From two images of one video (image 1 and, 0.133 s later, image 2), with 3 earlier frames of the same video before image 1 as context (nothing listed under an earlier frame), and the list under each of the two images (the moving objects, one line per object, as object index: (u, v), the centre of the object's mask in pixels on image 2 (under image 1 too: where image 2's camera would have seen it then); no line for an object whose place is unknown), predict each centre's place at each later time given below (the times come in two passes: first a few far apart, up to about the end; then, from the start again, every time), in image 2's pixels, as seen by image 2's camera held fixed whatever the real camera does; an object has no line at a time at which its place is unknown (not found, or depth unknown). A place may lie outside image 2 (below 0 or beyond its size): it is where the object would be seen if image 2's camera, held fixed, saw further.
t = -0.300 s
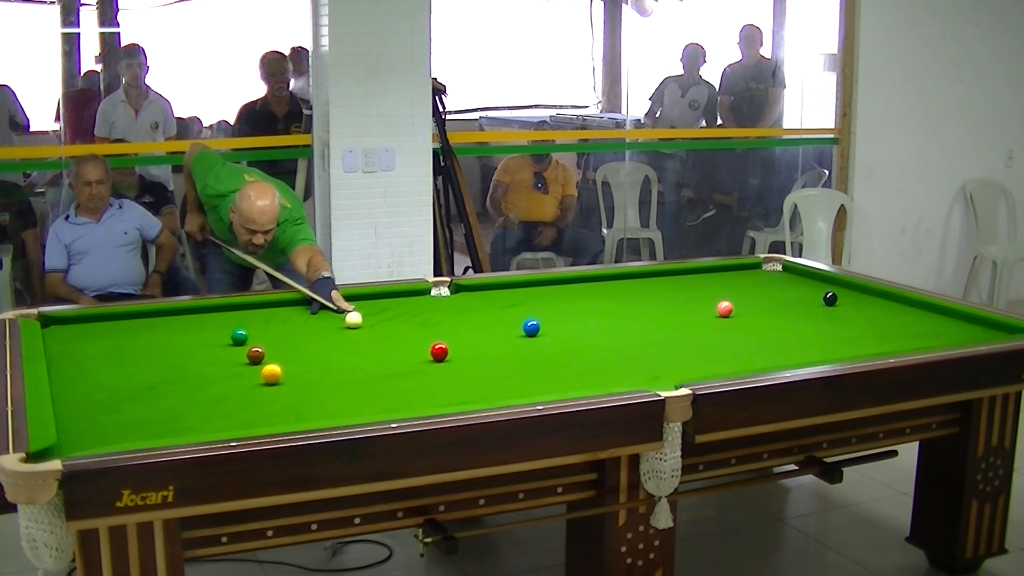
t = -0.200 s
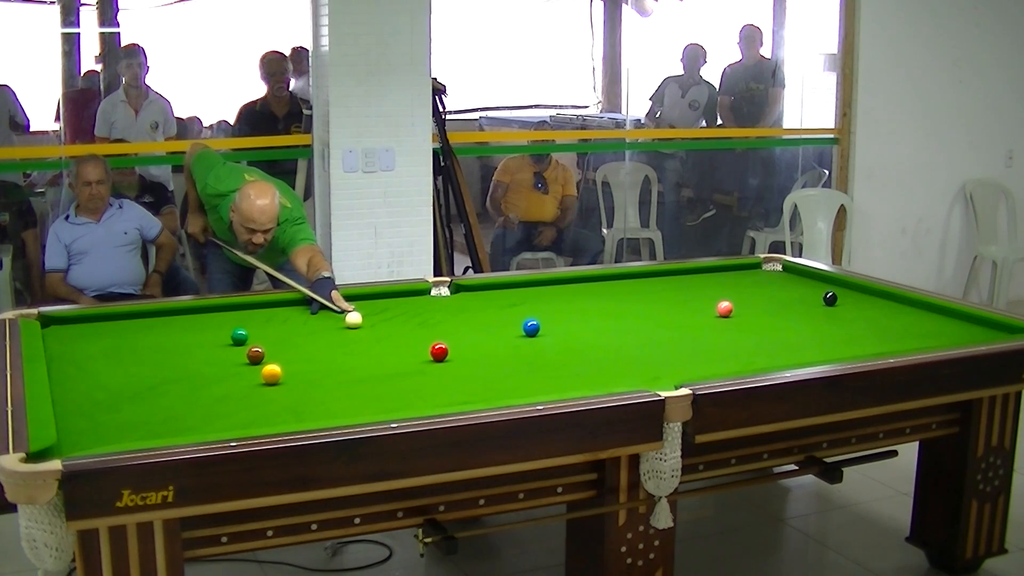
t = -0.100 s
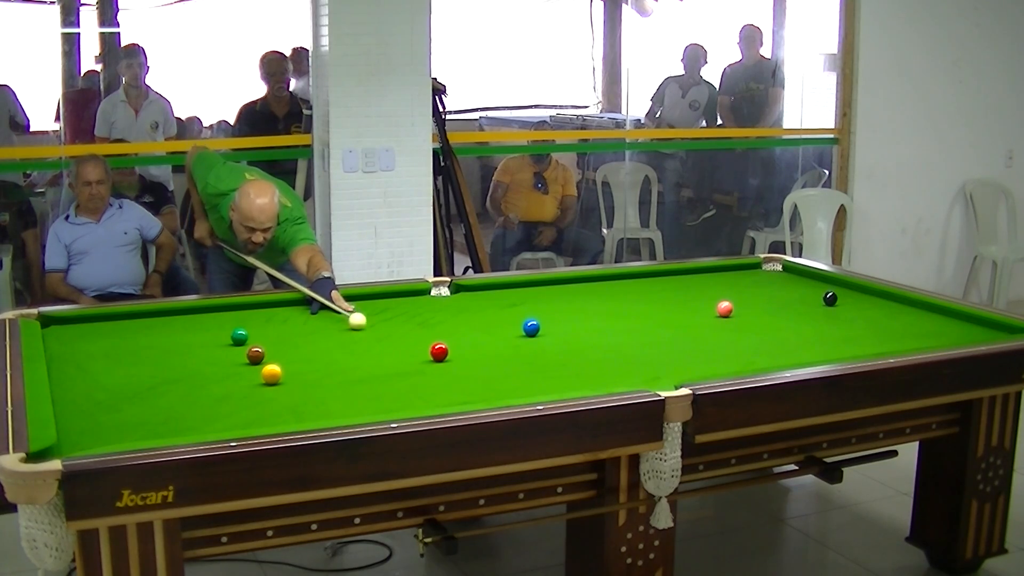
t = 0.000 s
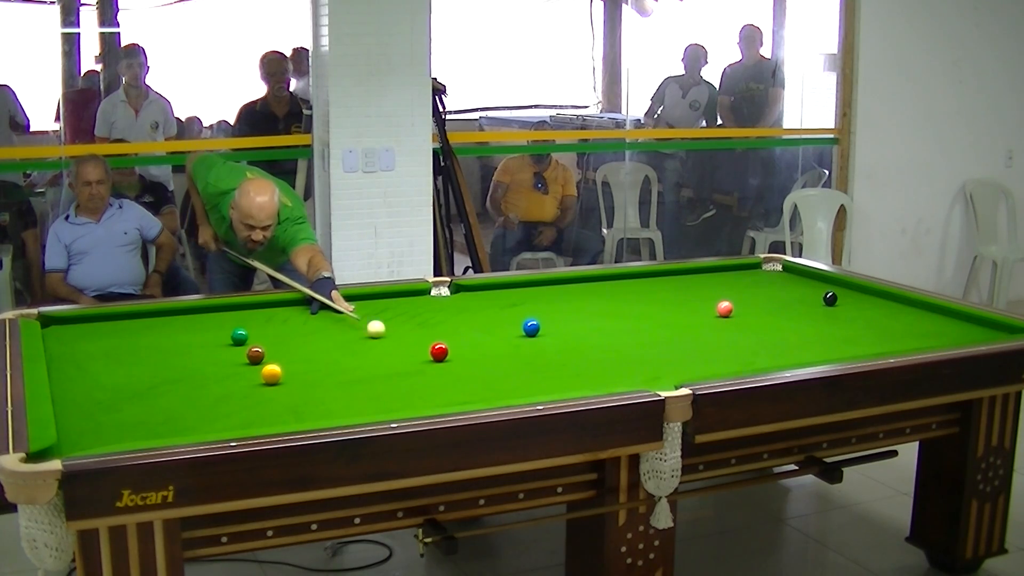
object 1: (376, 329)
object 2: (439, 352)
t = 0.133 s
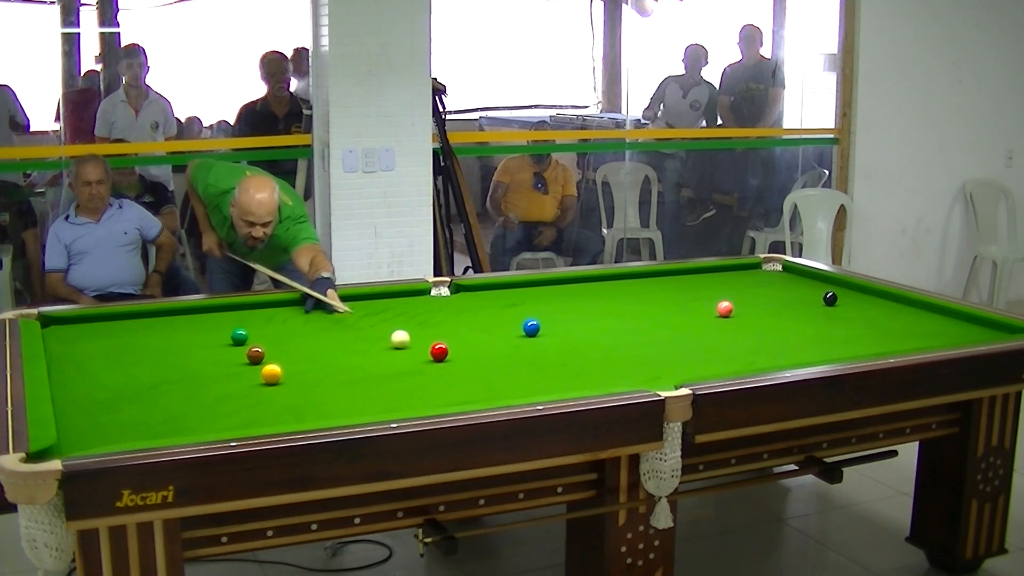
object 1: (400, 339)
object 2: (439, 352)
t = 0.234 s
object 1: (420, 347)
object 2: (439, 352)
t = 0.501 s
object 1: (416, 359)
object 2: (493, 362)
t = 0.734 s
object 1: (411, 369)
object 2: (539, 370)
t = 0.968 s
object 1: (408, 379)
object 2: (585, 378)
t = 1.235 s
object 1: (404, 391)
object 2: (638, 383)
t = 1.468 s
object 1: (401, 400)
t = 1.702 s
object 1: (399, 406)
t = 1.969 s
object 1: (387, 407)
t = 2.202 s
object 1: (375, 405)
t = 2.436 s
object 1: (366, 404)
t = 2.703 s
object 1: (357, 401)
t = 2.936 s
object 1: (352, 399)
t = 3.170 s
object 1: (349, 398)
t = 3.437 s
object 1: (346, 397)
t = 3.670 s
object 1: (346, 397)
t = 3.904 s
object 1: (346, 397)
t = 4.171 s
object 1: (346, 397)
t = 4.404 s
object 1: (346, 397)
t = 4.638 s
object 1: (346, 397)
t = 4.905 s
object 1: (346, 397)
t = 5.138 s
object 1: (346, 397)
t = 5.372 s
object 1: (346, 397)
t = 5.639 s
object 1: (346, 397)
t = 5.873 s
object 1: (346, 397)
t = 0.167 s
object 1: (406, 341)
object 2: (439, 352)
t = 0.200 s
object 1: (413, 344)
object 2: (439, 352)
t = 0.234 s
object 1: (420, 347)
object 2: (439, 352)
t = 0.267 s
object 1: (423, 349)
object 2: (442, 352)
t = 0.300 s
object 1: (421, 350)
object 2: (450, 354)
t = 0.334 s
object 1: (419, 352)
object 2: (459, 355)
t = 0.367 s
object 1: (418, 353)
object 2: (467, 357)
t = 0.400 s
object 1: (418, 355)
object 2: (474, 358)
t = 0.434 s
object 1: (417, 356)
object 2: (480, 360)
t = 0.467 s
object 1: (416, 357)
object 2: (487, 361)
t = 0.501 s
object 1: (416, 359)
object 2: (493, 362)
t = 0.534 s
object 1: (415, 360)
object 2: (500, 363)
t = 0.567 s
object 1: (415, 362)
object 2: (506, 364)
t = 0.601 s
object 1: (414, 363)
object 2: (513, 365)
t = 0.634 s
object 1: (413, 365)
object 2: (520, 367)
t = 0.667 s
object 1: (413, 366)
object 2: (526, 368)
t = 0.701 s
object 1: (412, 368)
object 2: (533, 369)
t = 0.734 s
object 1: (411, 369)
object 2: (539, 370)
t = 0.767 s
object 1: (411, 371)
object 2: (546, 371)
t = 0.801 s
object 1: (410, 372)
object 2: (552, 372)
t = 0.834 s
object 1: (410, 374)
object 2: (559, 374)
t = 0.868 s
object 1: (409, 375)
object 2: (565, 375)
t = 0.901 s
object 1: (409, 376)
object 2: (572, 376)
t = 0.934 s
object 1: (408, 378)
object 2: (579, 377)
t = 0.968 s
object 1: (408, 379)
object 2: (585, 378)
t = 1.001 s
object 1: (407, 381)
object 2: (591, 379)
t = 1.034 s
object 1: (407, 382)
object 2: (598, 379)
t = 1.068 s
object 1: (406, 384)
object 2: (605, 380)
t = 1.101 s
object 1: (406, 385)
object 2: (612, 381)
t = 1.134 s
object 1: (405, 387)
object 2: (618, 381)
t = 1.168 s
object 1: (405, 388)
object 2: (625, 382)
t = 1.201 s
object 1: (404, 389)
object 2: (631, 382)
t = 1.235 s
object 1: (404, 391)
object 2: (638, 383)
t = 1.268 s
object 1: (404, 392)
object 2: (645, 385)
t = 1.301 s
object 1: (403, 394)
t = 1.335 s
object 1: (403, 395)
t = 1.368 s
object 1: (403, 397)
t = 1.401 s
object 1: (402, 398)
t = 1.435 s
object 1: (402, 399)
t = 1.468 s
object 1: (401, 400)
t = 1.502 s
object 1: (401, 401)
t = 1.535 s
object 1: (401, 402)
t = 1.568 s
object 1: (401, 403)
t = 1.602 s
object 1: (400, 404)
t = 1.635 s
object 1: (400, 405)
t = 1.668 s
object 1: (399, 406)
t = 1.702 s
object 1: (399, 406)
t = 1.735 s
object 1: (399, 407)
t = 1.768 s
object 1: (398, 408)
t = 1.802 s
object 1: (396, 408)
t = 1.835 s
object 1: (394, 407)
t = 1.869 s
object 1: (392, 407)
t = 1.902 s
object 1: (391, 407)
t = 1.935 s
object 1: (389, 407)
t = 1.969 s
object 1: (387, 407)
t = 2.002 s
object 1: (385, 406)
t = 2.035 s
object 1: (383, 406)
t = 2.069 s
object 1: (382, 406)
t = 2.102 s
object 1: (380, 406)
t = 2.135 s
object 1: (379, 406)
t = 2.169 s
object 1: (377, 406)
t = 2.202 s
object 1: (375, 405)
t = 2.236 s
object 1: (374, 405)
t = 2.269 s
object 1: (373, 405)
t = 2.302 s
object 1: (371, 405)
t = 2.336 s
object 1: (370, 405)
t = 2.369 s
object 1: (368, 404)
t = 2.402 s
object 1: (367, 404)
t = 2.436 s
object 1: (366, 404)
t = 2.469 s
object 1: (365, 403)
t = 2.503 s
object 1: (364, 403)
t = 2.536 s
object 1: (362, 403)
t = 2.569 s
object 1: (361, 403)
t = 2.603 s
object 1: (360, 402)
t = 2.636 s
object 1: (359, 402)
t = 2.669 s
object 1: (358, 402)
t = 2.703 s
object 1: (357, 401)
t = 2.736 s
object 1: (357, 401)
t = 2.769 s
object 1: (356, 401)
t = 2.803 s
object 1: (355, 401)
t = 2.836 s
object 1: (354, 400)
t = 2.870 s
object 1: (354, 400)
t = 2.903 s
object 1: (353, 400)
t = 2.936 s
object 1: (352, 399)
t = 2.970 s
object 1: (352, 399)
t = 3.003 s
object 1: (351, 399)
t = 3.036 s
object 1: (351, 399)
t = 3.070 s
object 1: (350, 399)
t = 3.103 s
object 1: (350, 398)
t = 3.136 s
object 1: (349, 398)
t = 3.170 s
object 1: (349, 398)
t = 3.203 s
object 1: (348, 398)
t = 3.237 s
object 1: (348, 398)
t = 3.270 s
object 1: (347, 398)
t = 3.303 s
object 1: (347, 397)
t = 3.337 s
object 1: (347, 397)
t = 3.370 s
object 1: (346, 397)
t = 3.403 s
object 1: (346, 397)
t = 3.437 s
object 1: (346, 397)
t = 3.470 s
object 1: (346, 397)
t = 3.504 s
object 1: (346, 397)
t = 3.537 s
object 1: (346, 397)
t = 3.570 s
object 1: (346, 397)
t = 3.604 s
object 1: (346, 397)
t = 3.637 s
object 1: (346, 397)
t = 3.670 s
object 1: (346, 397)
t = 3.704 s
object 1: (346, 397)
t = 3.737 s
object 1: (346, 397)
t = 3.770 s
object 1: (346, 397)
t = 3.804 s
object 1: (346, 397)
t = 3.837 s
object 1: (346, 397)
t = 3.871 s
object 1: (346, 397)
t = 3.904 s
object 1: (346, 397)
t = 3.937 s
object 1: (346, 397)
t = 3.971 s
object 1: (346, 397)
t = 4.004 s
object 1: (346, 397)
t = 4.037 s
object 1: (346, 397)
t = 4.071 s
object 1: (346, 397)
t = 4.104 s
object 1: (346, 397)
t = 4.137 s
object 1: (346, 397)
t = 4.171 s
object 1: (346, 397)
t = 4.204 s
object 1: (346, 397)
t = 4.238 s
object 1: (346, 397)
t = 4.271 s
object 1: (346, 397)
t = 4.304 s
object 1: (346, 397)
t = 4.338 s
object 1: (346, 397)
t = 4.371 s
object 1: (346, 397)
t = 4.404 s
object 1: (346, 397)
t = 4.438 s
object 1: (346, 397)
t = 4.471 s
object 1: (346, 397)
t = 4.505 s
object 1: (346, 397)
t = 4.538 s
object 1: (346, 397)
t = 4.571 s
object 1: (346, 397)
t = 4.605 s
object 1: (346, 397)
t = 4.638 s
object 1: (346, 397)
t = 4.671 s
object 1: (346, 397)
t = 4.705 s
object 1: (346, 397)
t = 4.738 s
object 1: (346, 397)
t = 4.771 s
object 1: (346, 397)
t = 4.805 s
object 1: (346, 397)
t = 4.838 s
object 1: (346, 397)
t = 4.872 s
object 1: (346, 397)
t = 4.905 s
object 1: (346, 397)
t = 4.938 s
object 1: (346, 397)
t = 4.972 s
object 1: (346, 397)
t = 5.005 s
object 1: (346, 397)
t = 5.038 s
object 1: (346, 397)
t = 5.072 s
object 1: (346, 397)
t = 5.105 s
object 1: (346, 397)
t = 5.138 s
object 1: (346, 397)
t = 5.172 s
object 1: (346, 397)
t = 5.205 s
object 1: (346, 397)
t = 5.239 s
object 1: (346, 397)
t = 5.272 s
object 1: (346, 397)
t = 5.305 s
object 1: (346, 397)
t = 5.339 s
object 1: (346, 397)
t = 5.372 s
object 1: (346, 397)
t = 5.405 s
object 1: (346, 397)
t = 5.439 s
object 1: (346, 397)
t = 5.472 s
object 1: (346, 397)
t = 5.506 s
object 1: (346, 397)
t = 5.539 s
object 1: (346, 397)
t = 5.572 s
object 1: (346, 397)
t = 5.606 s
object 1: (346, 397)
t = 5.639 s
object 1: (346, 397)
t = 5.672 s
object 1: (346, 397)
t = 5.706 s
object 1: (346, 397)
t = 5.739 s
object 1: (346, 397)
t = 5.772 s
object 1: (346, 397)
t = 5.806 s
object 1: (346, 397)
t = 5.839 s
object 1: (346, 397)
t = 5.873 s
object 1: (346, 397)
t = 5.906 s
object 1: (346, 397)
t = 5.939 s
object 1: (346, 397)
